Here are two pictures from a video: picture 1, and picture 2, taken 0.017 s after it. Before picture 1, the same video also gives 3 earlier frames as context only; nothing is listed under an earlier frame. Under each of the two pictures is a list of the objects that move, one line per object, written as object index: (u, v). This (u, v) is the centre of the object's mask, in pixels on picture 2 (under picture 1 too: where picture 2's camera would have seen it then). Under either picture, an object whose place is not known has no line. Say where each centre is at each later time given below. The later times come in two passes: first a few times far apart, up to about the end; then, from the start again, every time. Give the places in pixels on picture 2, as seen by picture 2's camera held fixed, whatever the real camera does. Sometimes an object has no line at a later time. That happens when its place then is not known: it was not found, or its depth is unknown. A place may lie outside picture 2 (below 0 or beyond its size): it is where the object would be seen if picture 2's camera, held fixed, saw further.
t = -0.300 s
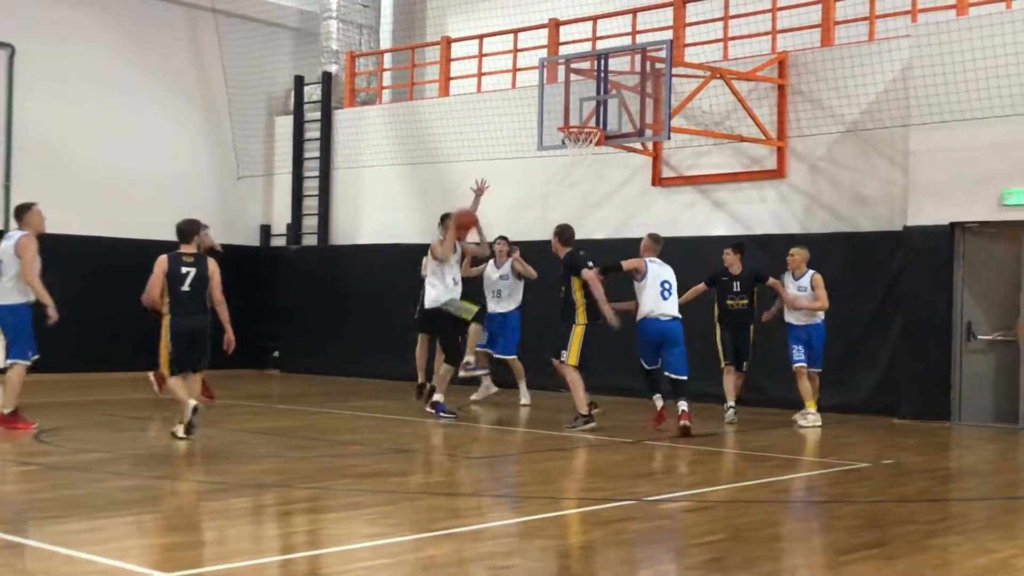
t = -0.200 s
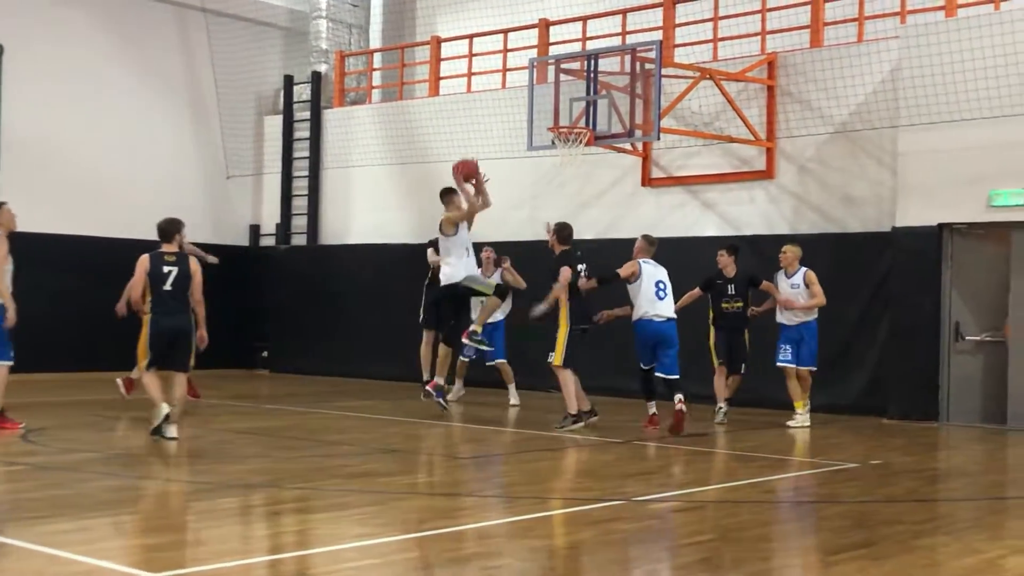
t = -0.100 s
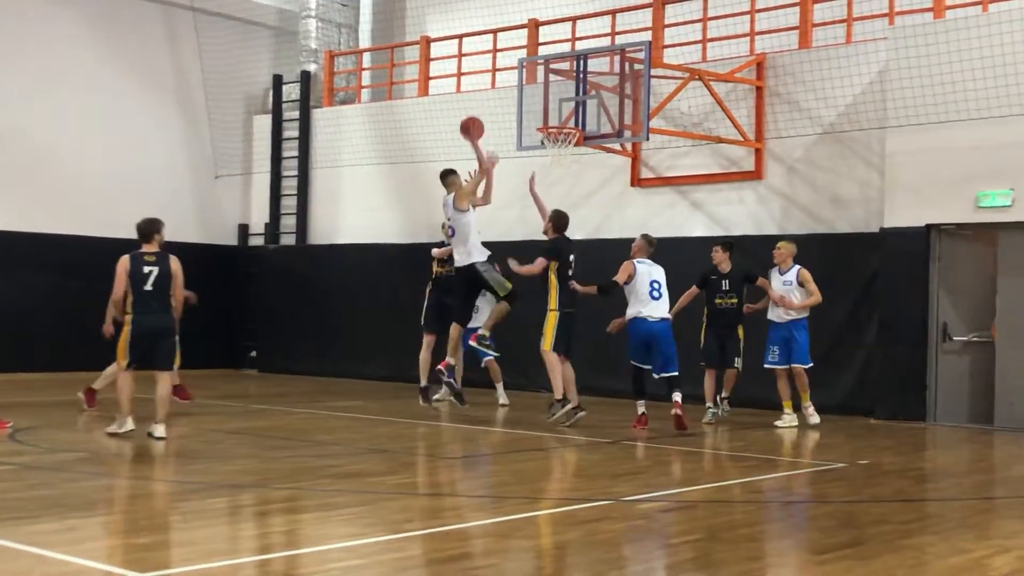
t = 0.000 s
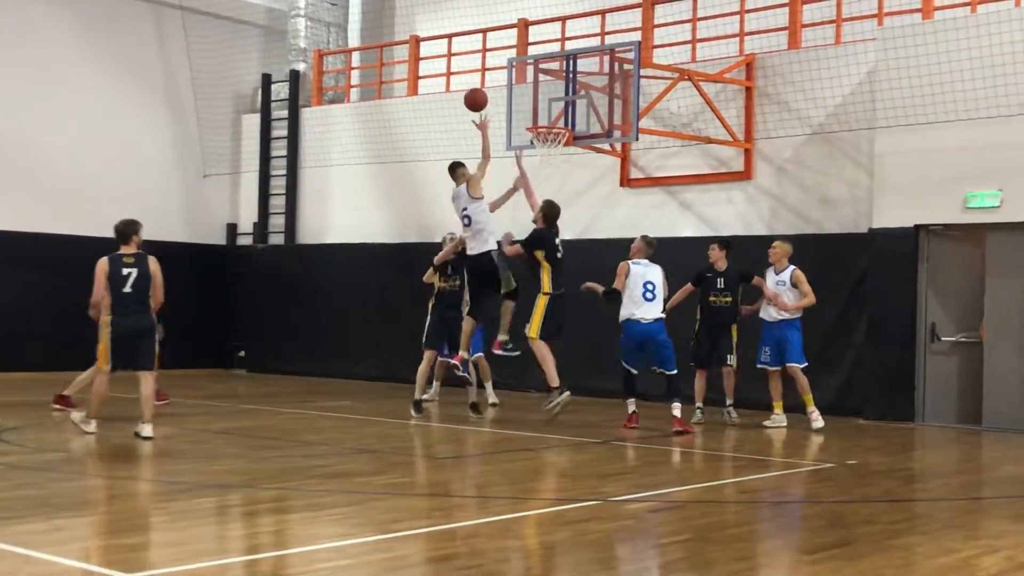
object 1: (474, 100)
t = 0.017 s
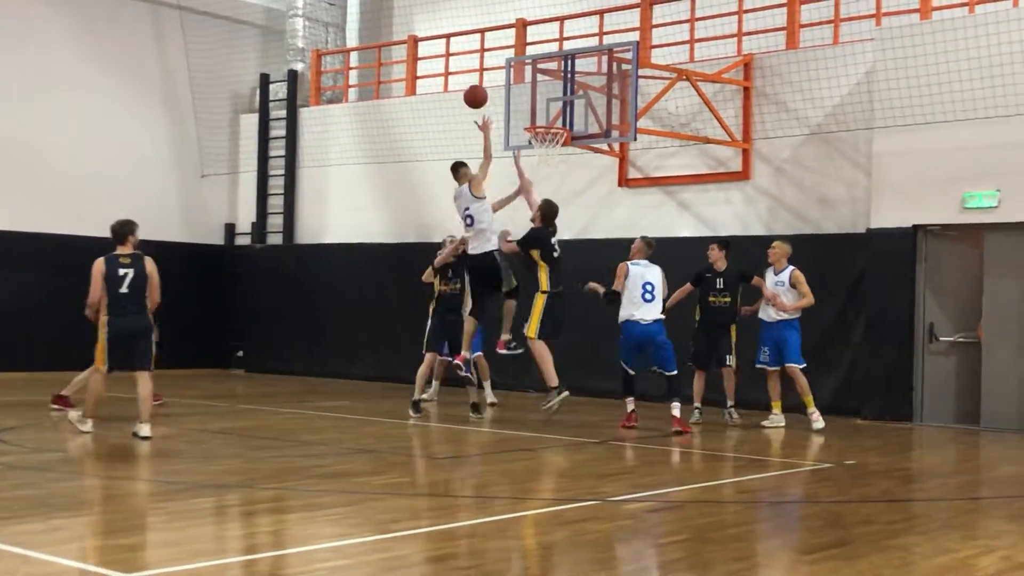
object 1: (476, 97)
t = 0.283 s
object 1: (497, 87)
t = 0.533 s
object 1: (514, 137)
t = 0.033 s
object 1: (477, 94)
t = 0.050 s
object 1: (478, 92)
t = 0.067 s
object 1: (480, 89)
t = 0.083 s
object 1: (481, 88)
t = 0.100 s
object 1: (483, 86)
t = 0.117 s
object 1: (484, 85)
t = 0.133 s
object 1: (485, 84)
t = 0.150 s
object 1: (487, 83)
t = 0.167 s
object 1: (488, 83)
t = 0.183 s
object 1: (490, 83)
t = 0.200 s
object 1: (491, 83)
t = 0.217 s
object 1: (492, 83)
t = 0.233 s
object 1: (493, 83)
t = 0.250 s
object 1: (495, 84)
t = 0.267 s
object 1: (496, 85)
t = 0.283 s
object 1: (497, 87)
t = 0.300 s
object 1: (498, 88)
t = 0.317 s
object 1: (499, 90)
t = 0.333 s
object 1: (501, 92)
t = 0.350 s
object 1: (502, 95)
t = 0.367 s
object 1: (503, 97)
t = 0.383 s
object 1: (504, 100)
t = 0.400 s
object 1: (506, 103)
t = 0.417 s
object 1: (507, 107)
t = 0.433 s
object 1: (508, 110)
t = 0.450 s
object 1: (509, 114)
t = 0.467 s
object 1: (510, 118)
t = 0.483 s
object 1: (511, 122)
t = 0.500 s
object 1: (512, 127)
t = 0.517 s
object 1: (513, 132)
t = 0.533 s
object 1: (514, 137)
